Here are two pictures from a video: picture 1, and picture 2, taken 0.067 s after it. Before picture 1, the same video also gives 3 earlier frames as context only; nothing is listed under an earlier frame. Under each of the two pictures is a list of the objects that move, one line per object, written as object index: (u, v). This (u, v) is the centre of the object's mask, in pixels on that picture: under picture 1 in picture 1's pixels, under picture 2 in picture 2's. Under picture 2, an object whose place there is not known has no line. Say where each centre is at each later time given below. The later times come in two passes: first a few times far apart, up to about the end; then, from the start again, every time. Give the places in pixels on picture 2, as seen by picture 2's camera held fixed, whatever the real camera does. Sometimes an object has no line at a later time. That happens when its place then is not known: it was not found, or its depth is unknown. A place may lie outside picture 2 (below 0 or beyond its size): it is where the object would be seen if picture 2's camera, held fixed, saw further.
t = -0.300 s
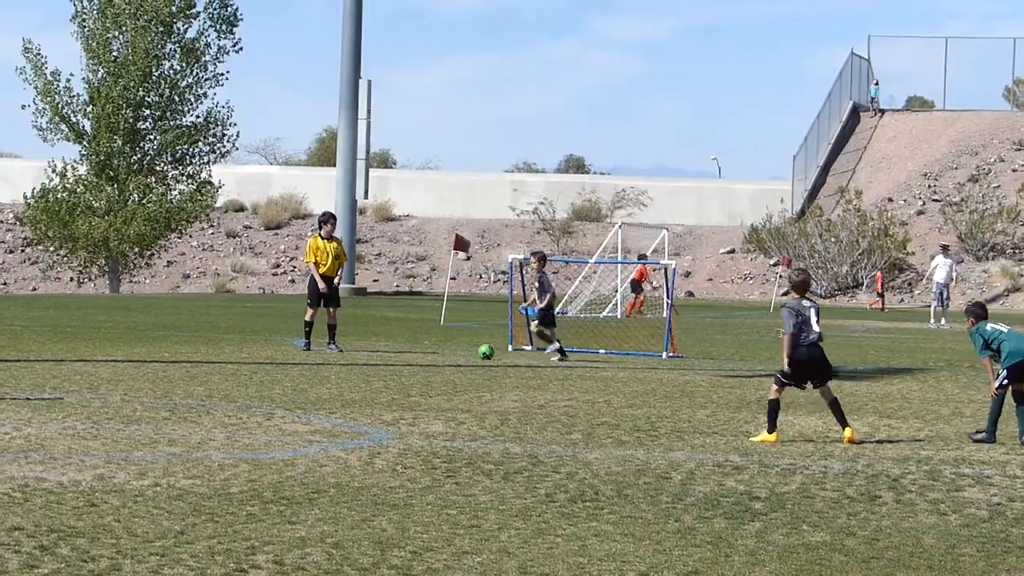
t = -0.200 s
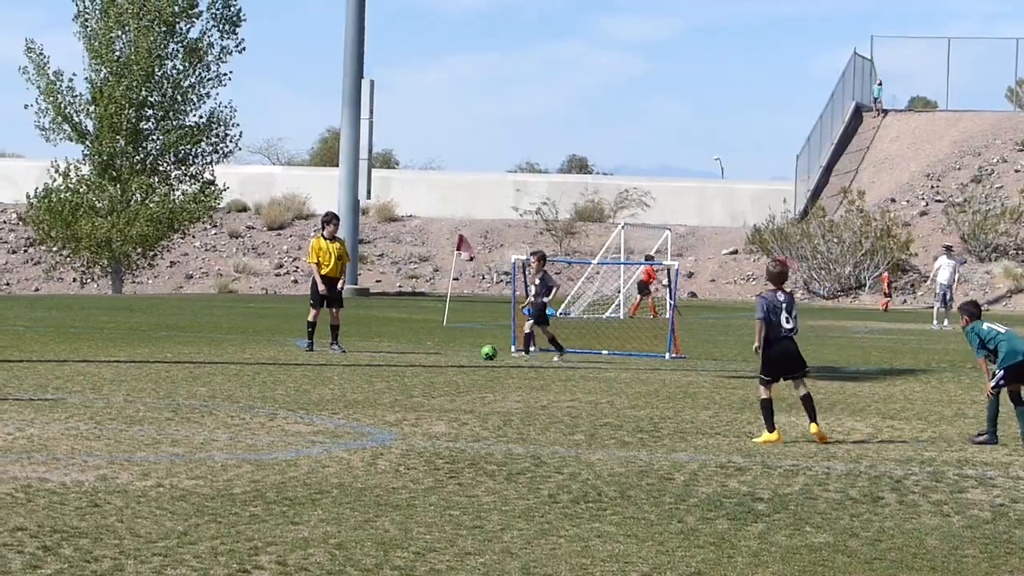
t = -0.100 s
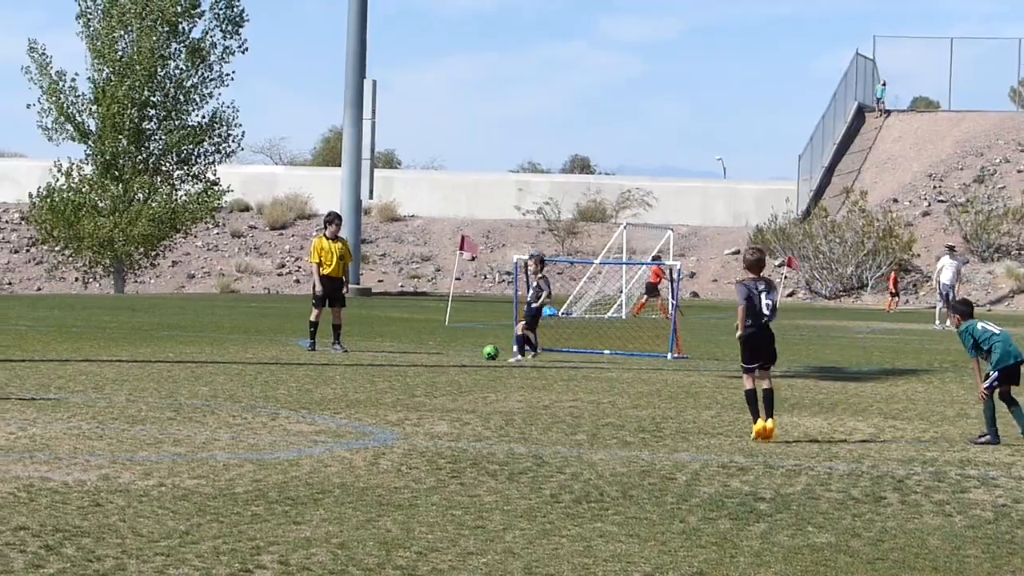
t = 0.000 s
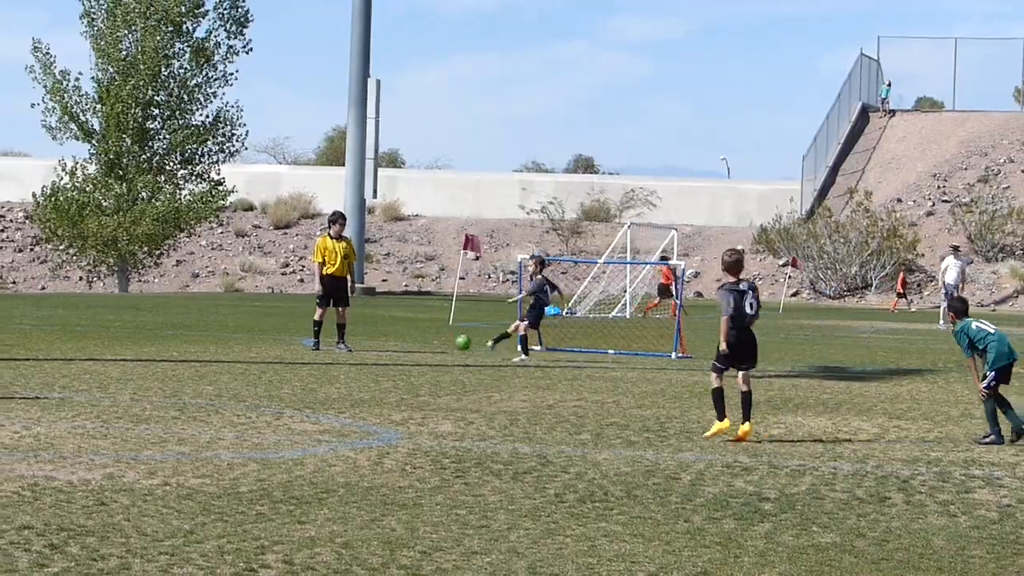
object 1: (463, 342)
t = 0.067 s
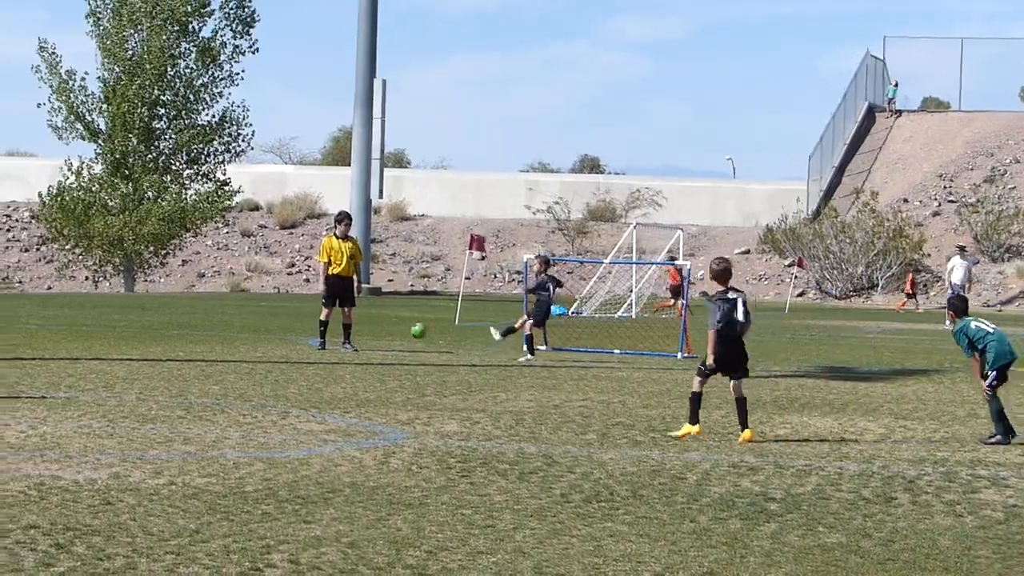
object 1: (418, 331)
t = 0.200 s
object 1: (316, 317)
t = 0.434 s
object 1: (138, 337)
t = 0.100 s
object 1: (394, 326)
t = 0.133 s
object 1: (368, 323)
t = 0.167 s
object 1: (342, 321)
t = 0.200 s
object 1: (316, 317)
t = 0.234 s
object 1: (292, 318)
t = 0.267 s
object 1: (267, 319)
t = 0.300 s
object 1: (241, 321)
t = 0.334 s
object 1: (216, 323)
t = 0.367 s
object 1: (190, 327)
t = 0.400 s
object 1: (164, 332)
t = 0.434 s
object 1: (138, 337)
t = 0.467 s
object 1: (110, 340)
